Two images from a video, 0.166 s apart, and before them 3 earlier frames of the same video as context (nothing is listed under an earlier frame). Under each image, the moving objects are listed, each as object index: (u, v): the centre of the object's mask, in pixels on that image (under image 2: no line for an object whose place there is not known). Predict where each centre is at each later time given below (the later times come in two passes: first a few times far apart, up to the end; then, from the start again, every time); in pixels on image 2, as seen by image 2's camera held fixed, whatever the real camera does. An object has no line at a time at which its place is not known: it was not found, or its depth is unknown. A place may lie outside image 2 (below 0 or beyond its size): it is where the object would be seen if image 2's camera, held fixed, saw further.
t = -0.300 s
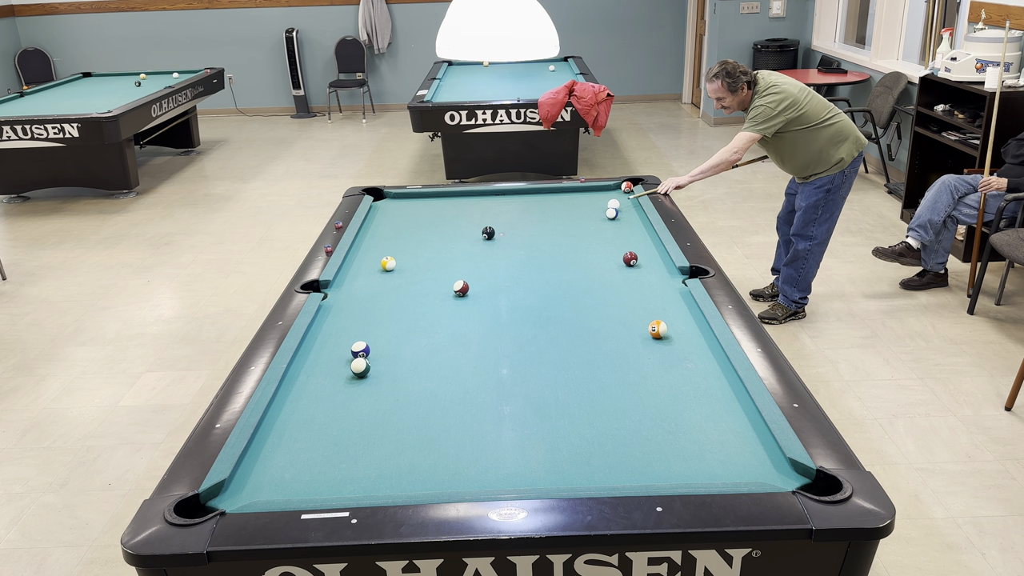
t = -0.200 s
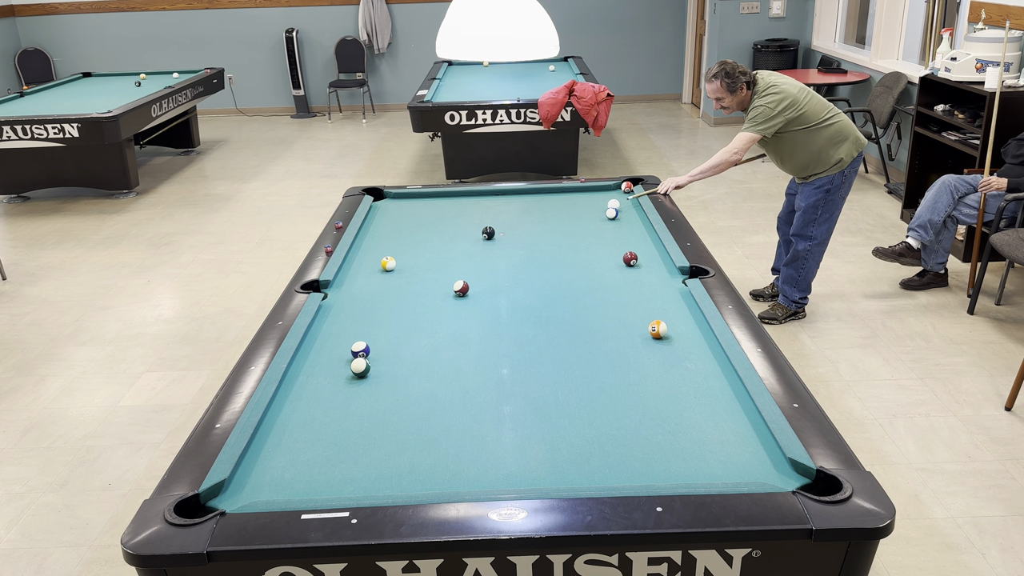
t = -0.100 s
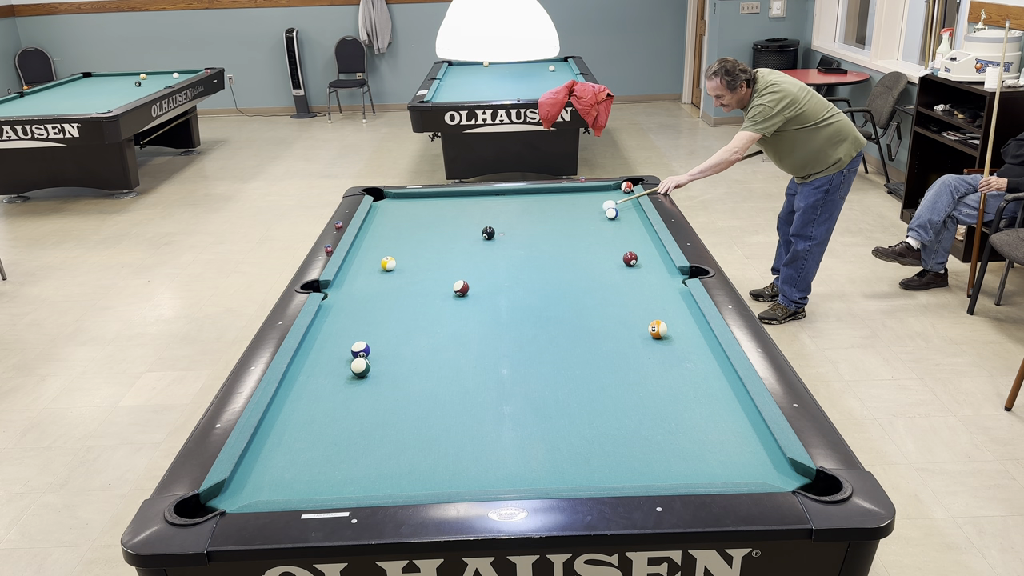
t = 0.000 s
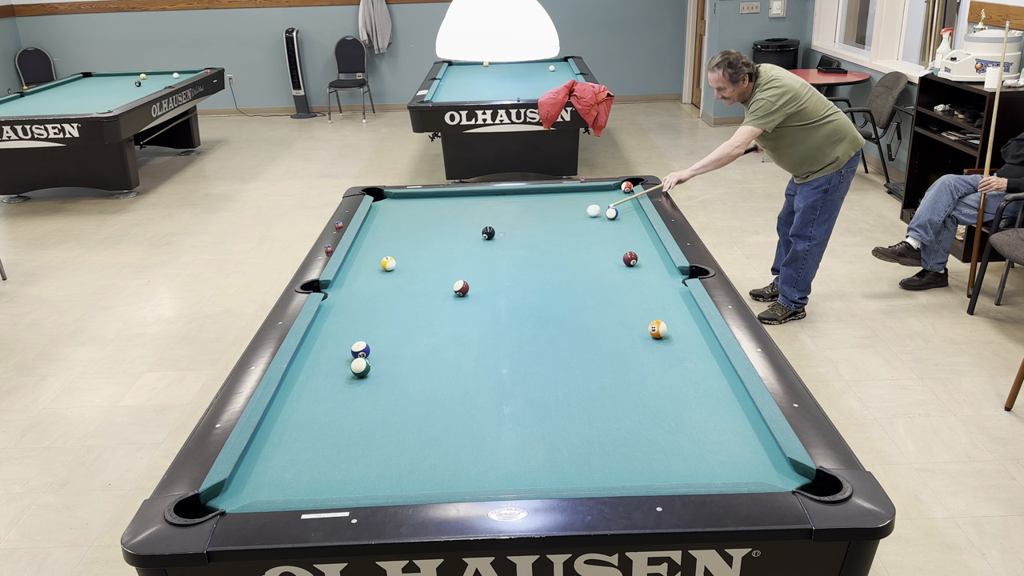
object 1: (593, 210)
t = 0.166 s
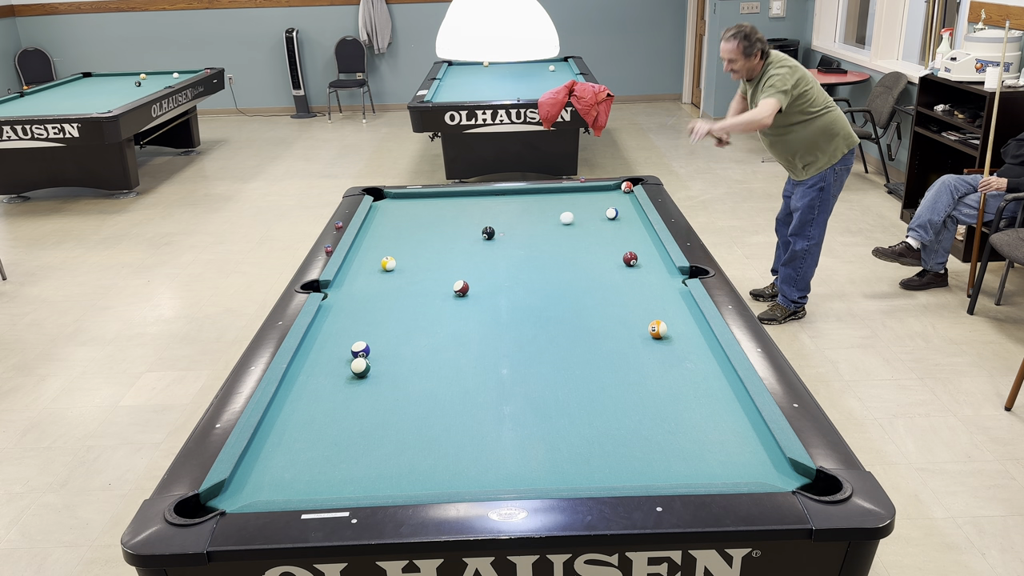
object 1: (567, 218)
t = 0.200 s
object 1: (561, 219)
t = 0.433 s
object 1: (522, 230)
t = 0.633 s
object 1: (487, 240)
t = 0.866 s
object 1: (445, 251)
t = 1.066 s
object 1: (407, 261)
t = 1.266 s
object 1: (396, 270)
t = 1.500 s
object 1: (385, 280)
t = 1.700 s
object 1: (376, 289)
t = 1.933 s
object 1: (365, 299)
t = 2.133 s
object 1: (355, 308)
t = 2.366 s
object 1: (345, 317)
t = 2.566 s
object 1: (335, 326)
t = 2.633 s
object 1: (332, 329)
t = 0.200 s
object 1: (561, 219)
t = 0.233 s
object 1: (556, 221)
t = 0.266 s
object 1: (550, 222)
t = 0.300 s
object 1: (545, 224)
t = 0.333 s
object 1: (539, 225)
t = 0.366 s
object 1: (534, 227)
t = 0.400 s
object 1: (528, 228)
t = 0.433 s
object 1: (522, 230)
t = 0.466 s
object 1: (516, 232)
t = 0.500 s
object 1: (511, 233)
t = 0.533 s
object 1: (505, 235)
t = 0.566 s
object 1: (499, 236)
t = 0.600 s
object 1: (493, 238)
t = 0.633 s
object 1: (487, 240)
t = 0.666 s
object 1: (481, 241)
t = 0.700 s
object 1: (475, 243)
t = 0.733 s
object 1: (469, 244)
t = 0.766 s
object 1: (463, 246)
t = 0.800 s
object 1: (457, 248)
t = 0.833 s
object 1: (451, 249)
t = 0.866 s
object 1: (445, 251)
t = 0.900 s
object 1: (439, 253)
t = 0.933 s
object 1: (432, 254)
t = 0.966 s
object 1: (426, 256)
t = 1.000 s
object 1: (419, 258)
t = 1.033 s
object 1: (413, 260)
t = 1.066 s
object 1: (407, 261)
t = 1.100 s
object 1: (403, 263)
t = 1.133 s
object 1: (402, 264)
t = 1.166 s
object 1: (401, 266)
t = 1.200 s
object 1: (399, 267)
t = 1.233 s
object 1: (398, 269)
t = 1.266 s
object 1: (396, 270)
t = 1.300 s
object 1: (395, 272)
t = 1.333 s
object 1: (393, 273)
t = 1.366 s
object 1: (391, 274)
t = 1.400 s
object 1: (390, 276)
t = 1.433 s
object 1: (388, 277)
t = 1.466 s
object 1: (387, 279)
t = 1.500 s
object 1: (385, 280)
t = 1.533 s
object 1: (384, 282)
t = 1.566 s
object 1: (382, 283)
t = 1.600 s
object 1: (381, 284)
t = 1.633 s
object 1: (379, 286)
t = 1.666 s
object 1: (378, 287)
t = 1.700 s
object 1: (376, 289)
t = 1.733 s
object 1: (374, 290)
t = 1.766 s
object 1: (373, 292)
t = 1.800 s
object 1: (371, 293)
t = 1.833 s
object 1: (370, 295)
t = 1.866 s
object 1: (368, 296)
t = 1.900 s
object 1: (367, 298)
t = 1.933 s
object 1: (365, 299)
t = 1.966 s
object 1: (364, 300)
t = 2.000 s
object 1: (362, 302)
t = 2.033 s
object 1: (360, 303)
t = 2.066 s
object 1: (359, 305)
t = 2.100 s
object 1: (357, 306)
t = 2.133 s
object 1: (355, 308)
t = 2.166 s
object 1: (354, 309)
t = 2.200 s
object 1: (352, 310)
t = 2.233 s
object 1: (351, 312)
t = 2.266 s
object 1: (349, 313)
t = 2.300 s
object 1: (347, 315)
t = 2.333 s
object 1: (346, 316)
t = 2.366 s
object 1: (345, 317)
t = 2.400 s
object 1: (343, 319)
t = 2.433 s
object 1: (341, 320)
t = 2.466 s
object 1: (340, 322)
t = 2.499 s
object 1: (338, 323)
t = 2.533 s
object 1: (337, 324)
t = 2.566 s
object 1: (335, 326)
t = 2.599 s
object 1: (334, 327)
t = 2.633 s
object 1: (332, 329)
